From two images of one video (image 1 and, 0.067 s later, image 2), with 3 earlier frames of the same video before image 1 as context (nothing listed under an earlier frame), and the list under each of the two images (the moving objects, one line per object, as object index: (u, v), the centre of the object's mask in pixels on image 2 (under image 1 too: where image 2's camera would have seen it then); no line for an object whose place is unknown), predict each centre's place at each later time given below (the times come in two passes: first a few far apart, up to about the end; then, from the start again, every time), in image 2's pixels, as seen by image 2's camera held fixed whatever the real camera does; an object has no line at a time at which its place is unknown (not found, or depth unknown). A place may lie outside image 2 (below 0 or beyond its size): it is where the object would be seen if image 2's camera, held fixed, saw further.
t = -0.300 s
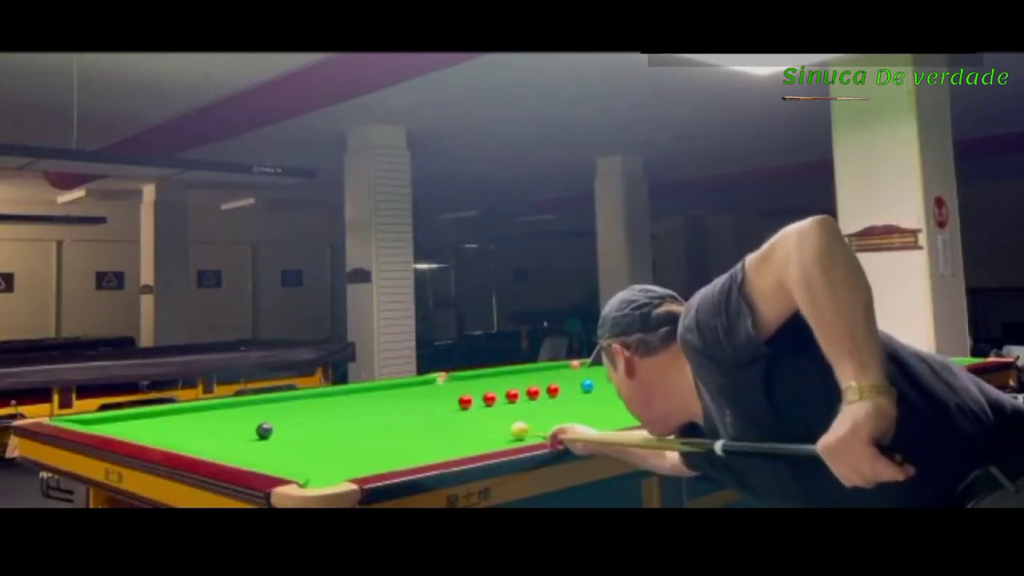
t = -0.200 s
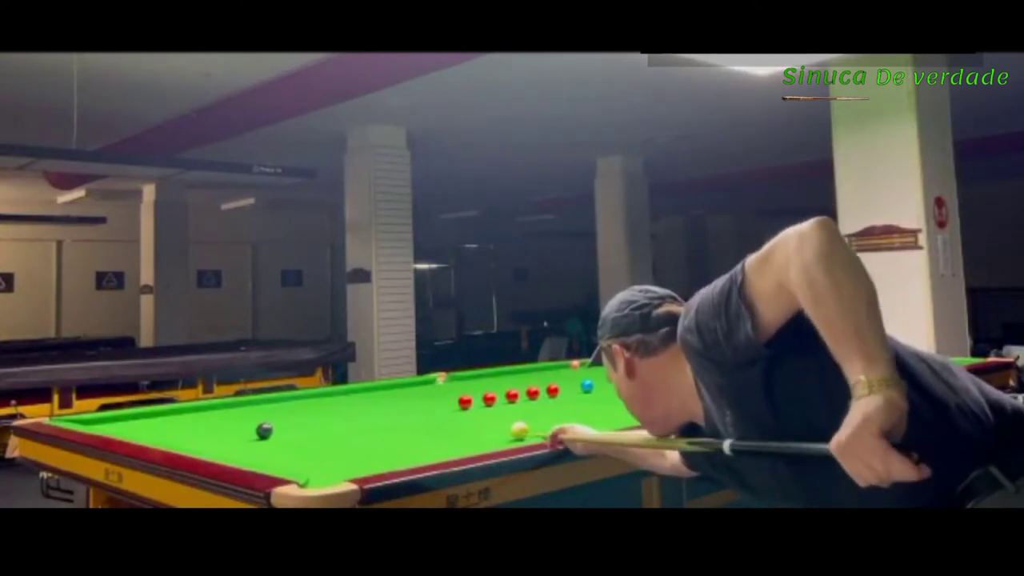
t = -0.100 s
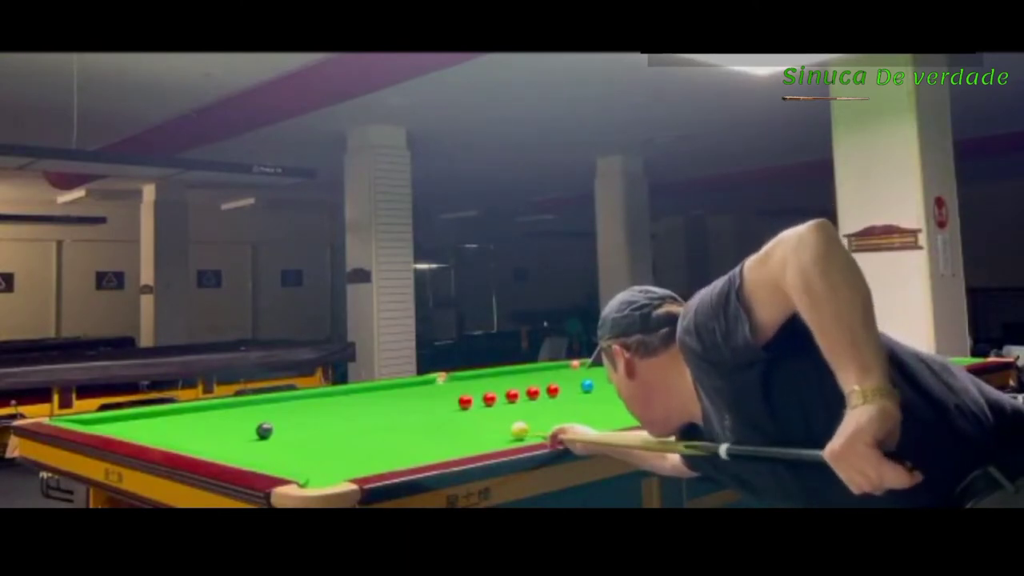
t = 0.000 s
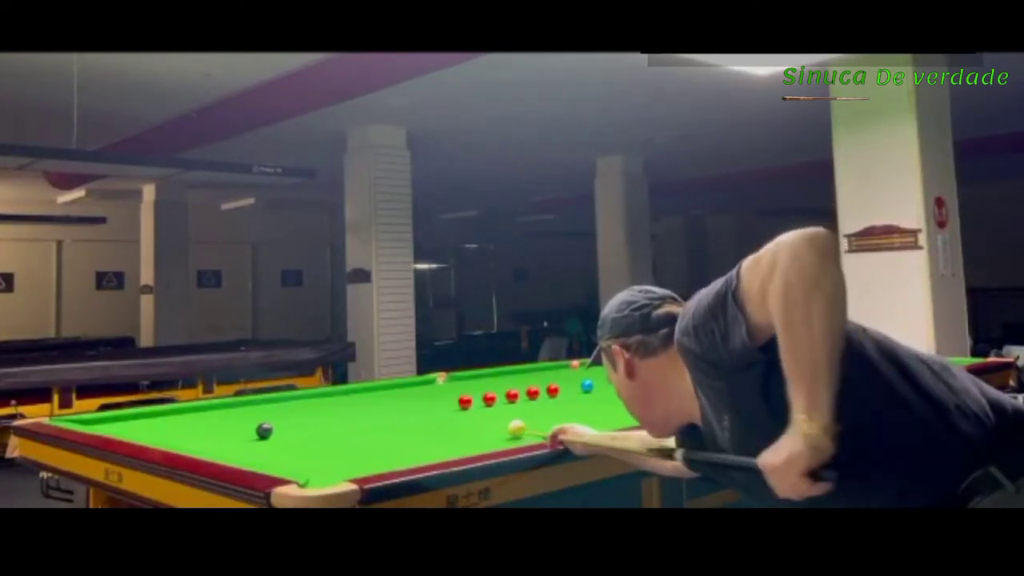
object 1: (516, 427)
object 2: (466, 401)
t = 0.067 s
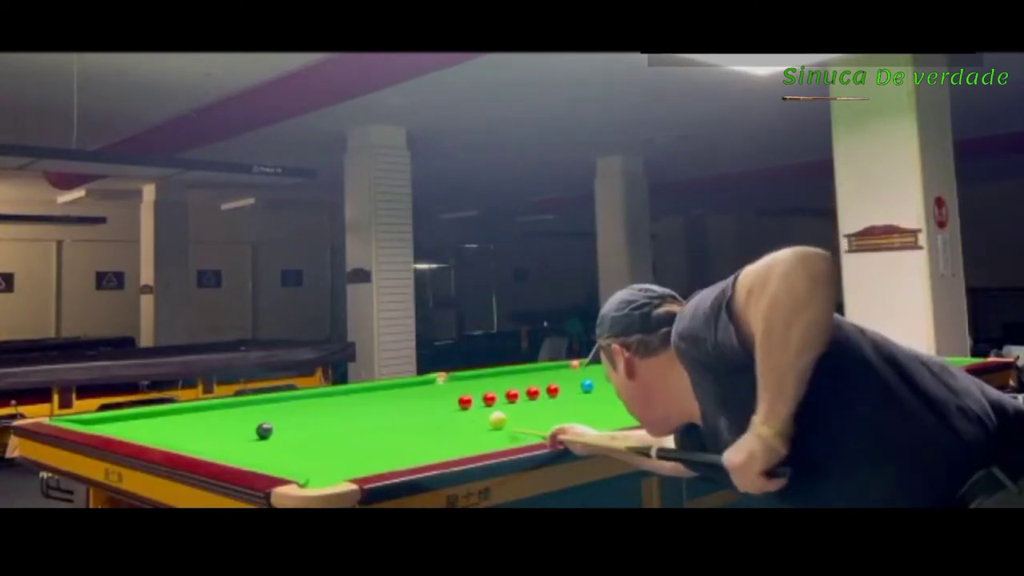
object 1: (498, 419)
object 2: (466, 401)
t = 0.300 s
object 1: (459, 403)
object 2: (459, 393)
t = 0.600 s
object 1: (436, 404)
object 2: (444, 378)
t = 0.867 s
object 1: (420, 404)
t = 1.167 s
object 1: (403, 404)
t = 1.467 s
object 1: (388, 404)
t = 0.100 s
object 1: (490, 414)
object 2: (465, 401)
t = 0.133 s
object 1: (482, 411)
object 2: (465, 401)
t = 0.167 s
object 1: (475, 407)
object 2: (465, 401)
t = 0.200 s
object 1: (468, 404)
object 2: (462, 398)
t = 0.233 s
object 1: (465, 403)
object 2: (462, 395)
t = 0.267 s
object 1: (462, 403)
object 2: (461, 394)
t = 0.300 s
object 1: (459, 403)
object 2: (459, 393)
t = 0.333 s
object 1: (457, 403)
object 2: (457, 392)
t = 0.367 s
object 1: (454, 403)
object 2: (455, 390)
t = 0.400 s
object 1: (452, 403)
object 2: (454, 389)
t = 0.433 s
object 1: (450, 403)
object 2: (452, 387)
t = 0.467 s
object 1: (447, 403)
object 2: (450, 385)
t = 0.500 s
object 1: (444, 404)
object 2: (448, 383)
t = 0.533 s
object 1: (441, 404)
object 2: (446, 381)
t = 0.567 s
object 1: (438, 404)
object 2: (444, 380)
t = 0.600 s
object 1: (436, 404)
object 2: (444, 378)
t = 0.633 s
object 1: (434, 404)
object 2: (443, 378)
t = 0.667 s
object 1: (432, 404)
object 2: (444, 377)
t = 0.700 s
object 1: (430, 404)
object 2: (442, 378)
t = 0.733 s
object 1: (428, 404)
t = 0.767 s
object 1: (426, 404)
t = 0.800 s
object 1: (424, 404)
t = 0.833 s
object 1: (422, 404)
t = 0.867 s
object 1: (420, 404)
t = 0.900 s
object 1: (418, 404)
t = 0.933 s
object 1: (416, 404)
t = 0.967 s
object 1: (414, 404)
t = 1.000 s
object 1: (412, 404)
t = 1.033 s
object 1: (410, 404)
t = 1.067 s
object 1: (408, 404)
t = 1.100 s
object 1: (407, 404)
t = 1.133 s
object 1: (405, 404)
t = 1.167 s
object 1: (403, 404)
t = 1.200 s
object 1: (401, 404)
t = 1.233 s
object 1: (400, 404)
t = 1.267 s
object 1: (399, 404)
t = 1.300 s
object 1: (397, 404)
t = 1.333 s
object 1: (395, 404)
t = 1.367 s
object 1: (393, 404)
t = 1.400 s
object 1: (392, 404)
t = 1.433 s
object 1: (390, 404)
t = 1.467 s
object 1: (388, 404)
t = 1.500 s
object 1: (387, 404)
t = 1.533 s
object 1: (386, 404)
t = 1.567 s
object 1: (384, 404)
